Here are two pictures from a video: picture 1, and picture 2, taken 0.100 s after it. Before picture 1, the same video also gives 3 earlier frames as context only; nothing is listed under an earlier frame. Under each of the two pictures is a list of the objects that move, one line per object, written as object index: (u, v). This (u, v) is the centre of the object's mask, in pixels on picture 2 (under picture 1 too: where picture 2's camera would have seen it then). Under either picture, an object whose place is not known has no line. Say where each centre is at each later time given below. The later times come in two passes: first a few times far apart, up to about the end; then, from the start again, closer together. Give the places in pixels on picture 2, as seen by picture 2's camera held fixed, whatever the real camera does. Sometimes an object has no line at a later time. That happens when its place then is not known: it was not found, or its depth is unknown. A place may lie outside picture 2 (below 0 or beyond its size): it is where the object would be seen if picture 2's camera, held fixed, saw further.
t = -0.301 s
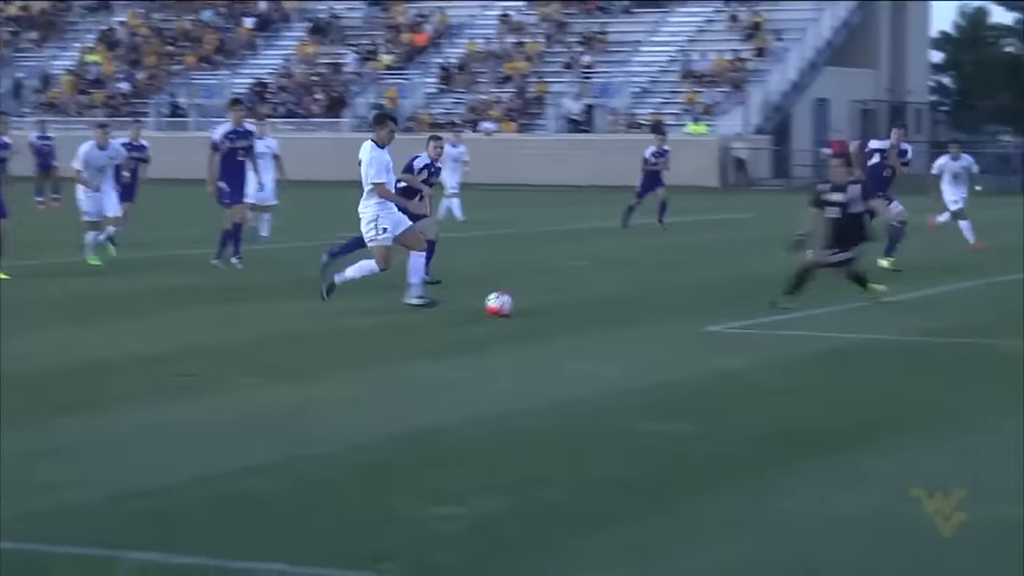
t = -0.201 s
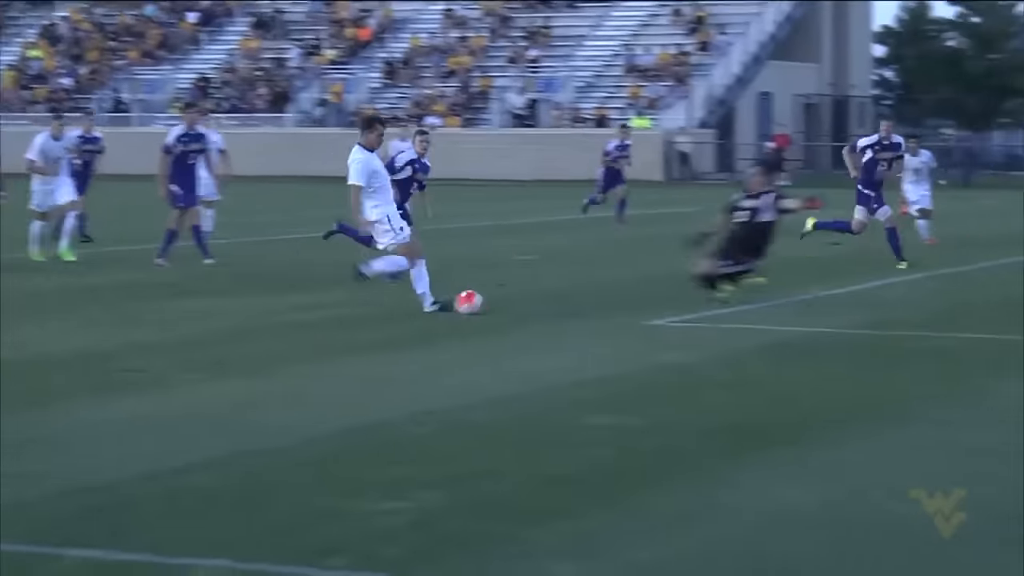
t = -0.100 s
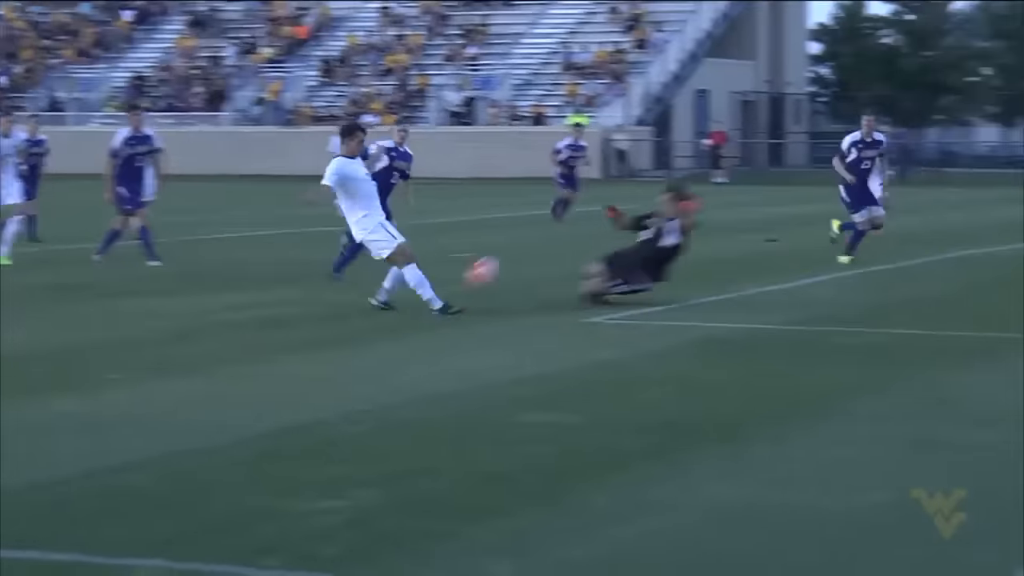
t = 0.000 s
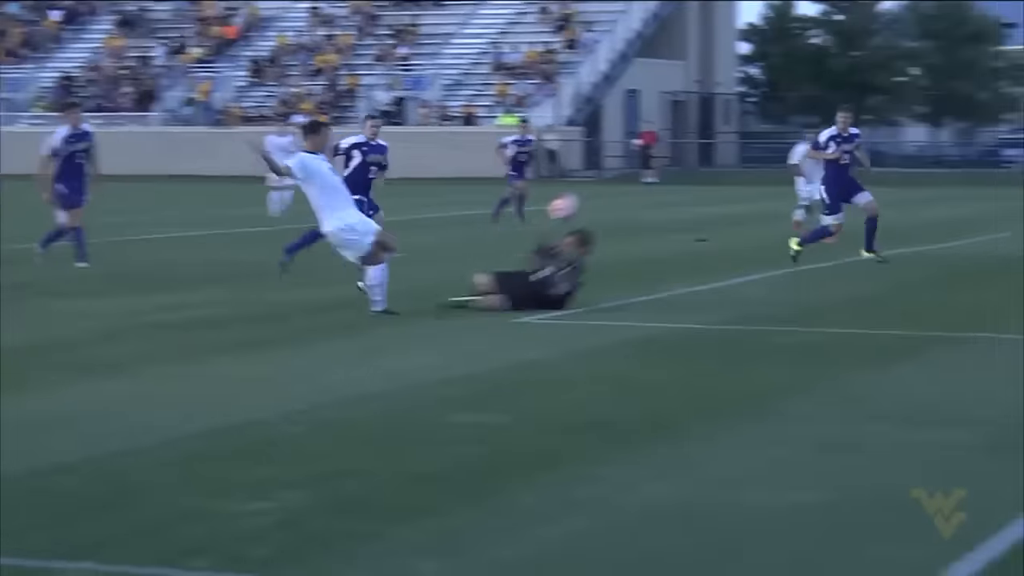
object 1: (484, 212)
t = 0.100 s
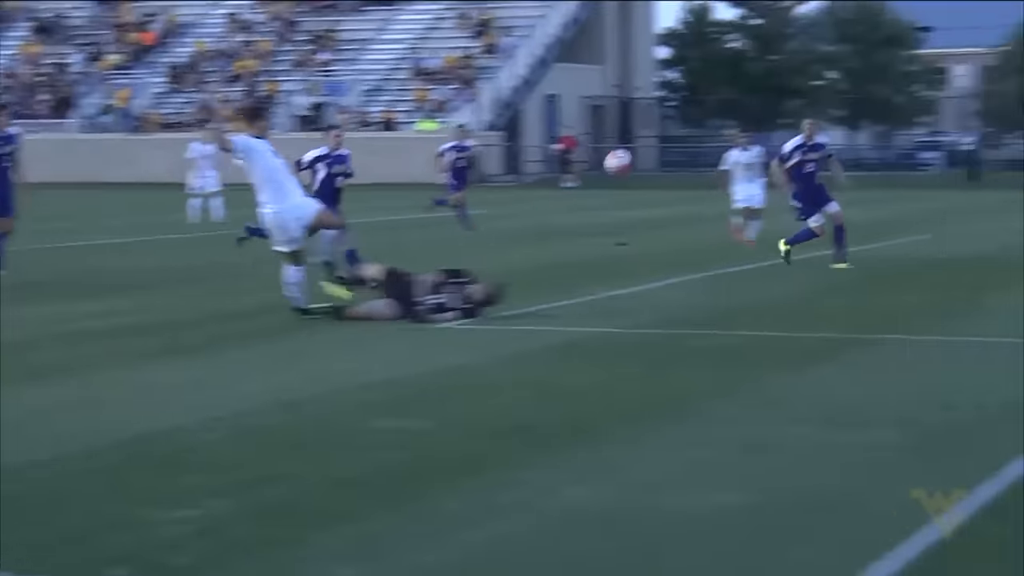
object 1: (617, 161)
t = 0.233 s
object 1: (780, 110)
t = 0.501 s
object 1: (1054, 66)
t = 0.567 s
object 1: (1116, 66)
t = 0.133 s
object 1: (660, 147)
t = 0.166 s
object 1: (701, 132)
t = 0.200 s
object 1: (741, 121)
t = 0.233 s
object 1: (780, 110)
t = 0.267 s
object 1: (816, 101)
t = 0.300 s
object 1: (853, 93)
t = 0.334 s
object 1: (889, 86)
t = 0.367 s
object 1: (924, 81)
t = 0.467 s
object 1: (1023, 69)
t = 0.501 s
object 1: (1054, 66)
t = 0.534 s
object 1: (1085, 66)
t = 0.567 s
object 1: (1116, 66)
